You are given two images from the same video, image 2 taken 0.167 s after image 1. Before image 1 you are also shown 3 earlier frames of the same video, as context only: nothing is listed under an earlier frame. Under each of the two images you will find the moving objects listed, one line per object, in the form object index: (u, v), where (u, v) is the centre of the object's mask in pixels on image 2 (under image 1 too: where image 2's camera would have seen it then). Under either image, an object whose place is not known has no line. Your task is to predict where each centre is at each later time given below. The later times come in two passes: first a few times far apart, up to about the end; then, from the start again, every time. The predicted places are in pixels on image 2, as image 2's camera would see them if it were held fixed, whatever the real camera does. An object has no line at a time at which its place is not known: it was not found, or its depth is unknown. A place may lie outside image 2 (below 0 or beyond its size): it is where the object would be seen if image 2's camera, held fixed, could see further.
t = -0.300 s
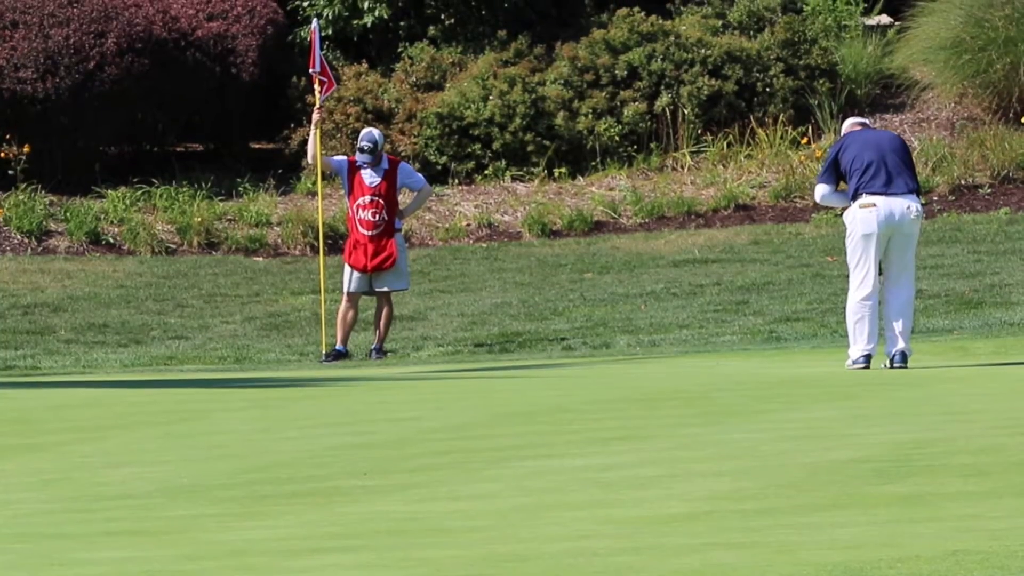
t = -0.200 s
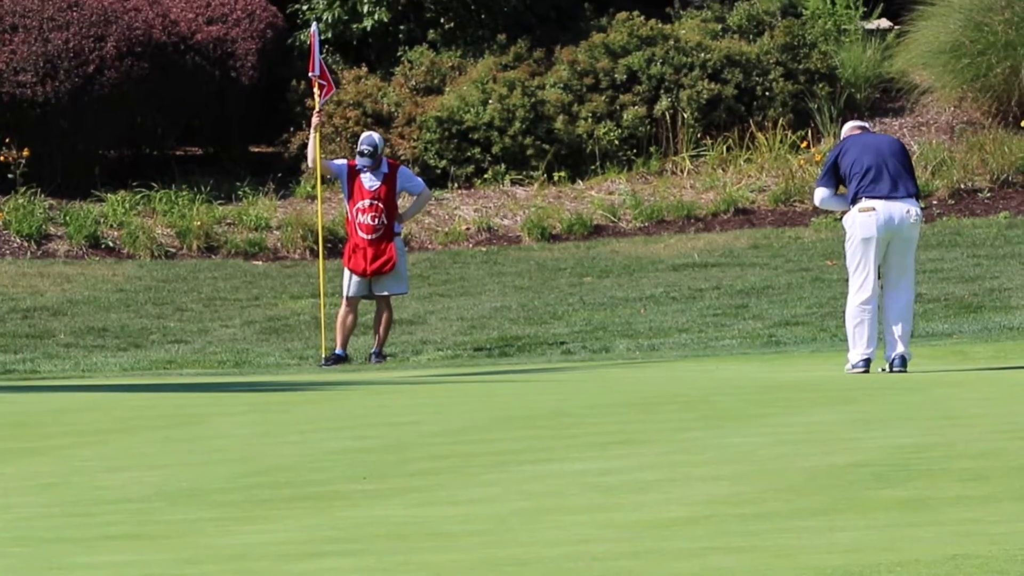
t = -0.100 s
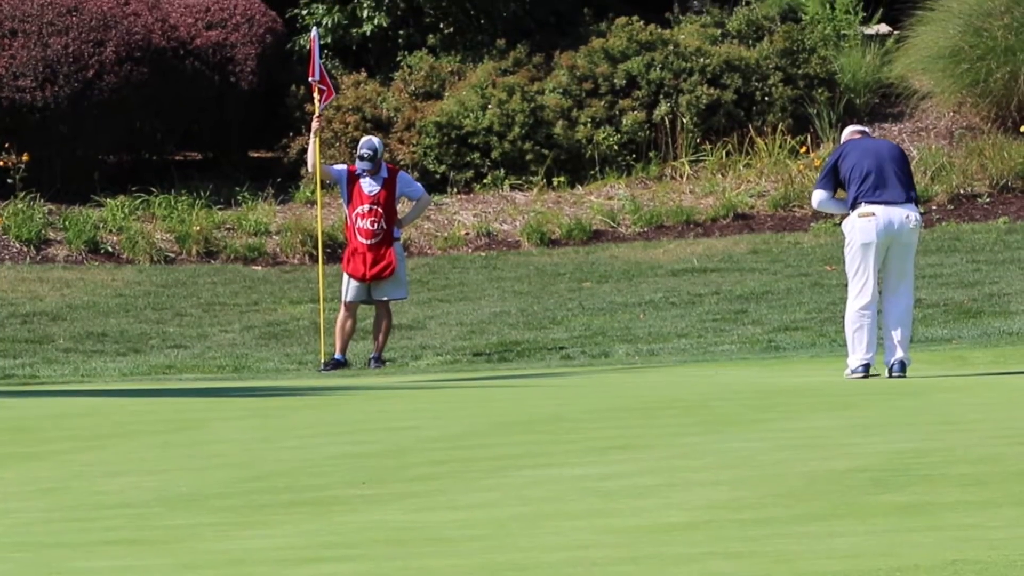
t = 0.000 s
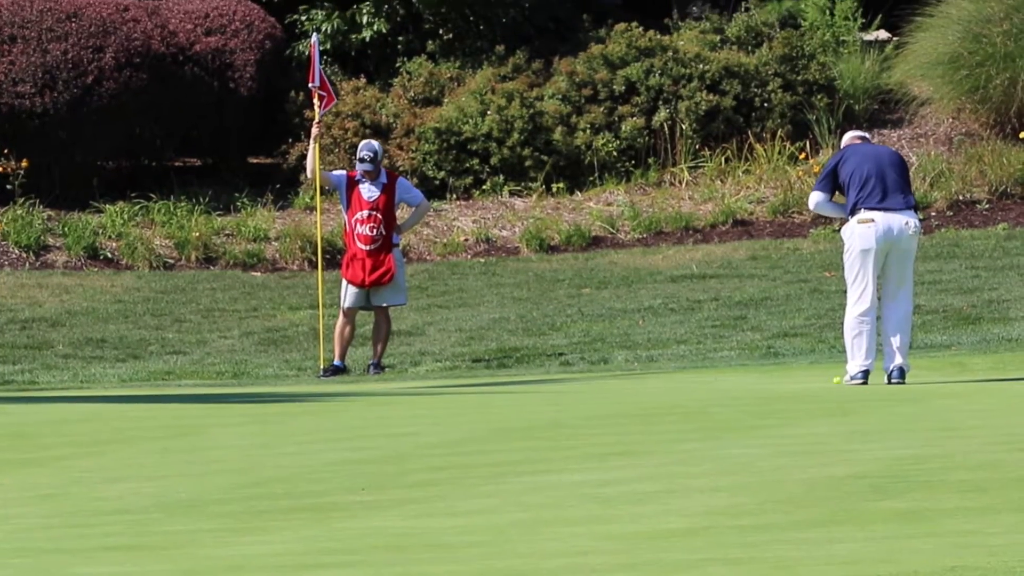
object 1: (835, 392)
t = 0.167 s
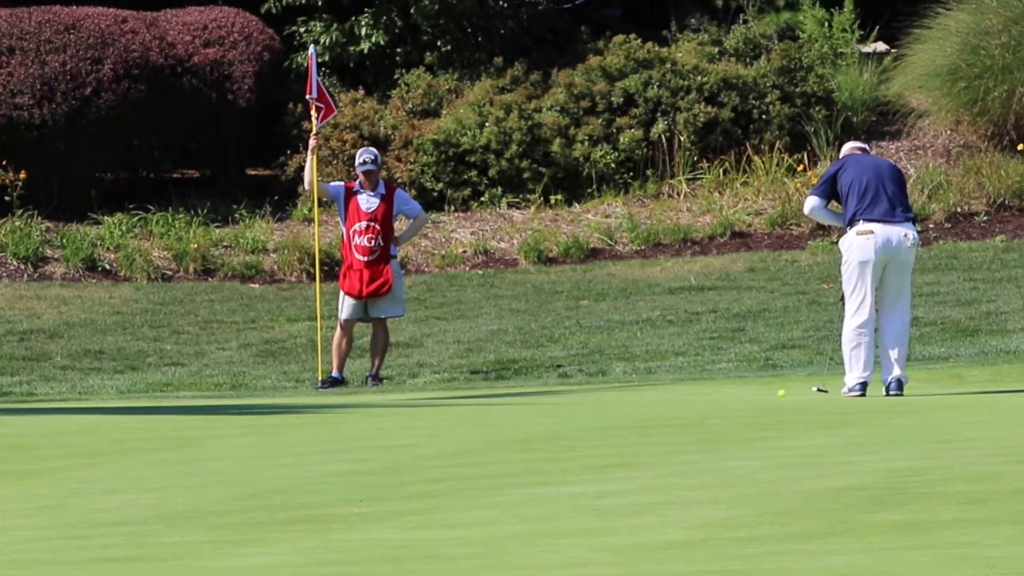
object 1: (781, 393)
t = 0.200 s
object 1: (772, 393)
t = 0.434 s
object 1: (713, 394)
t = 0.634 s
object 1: (666, 394)
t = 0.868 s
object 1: (615, 395)
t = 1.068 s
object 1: (573, 395)
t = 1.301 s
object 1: (527, 395)
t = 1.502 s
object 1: (491, 396)
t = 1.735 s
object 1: (452, 398)
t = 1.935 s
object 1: (420, 398)
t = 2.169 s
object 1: (386, 399)
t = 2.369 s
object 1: (358, 400)
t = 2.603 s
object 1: (330, 400)
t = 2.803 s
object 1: (307, 401)
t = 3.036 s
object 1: (280, 401)
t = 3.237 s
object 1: (260, 401)
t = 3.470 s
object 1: (240, 402)
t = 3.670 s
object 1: (224, 403)
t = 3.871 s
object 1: (210, 403)
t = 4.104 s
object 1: (196, 404)
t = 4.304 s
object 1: (185, 404)
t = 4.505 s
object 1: (176, 407)
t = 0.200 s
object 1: (772, 393)
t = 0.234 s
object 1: (764, 393)
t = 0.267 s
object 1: (755, 393)
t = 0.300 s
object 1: (747, 394)
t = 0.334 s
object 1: (738, 393)
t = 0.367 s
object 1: (729, 394)
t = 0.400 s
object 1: (721, 394)
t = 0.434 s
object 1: (713, 394)
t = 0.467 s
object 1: (706, 394)
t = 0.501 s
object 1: (697, 393)
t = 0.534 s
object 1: (689, 394)
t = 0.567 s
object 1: (681, 394)
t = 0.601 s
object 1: (673, 394)
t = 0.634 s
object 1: (666, 394)
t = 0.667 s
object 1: (658, 394)
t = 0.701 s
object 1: (651, 394)
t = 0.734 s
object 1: (643, 394)
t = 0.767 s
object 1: (636, 394)
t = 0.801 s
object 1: (629, 395)
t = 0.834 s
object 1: (621, 395)
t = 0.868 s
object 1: (615, 395)
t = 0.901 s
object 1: (608, 395)
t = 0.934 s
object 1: (601, 395)
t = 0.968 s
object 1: (593, 395)
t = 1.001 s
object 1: (586, 394)
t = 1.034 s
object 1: (579, 394)
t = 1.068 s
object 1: (573, 395)
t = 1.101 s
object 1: (566, 395)
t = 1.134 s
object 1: (560, 395)
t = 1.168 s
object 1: (553, 395)
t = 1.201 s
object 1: (546, 395)
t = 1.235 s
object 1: (540, 395)
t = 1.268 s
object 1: (534, 396)
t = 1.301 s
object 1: (527, 395)
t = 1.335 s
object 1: (521, 396)
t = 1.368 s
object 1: (515, 396)
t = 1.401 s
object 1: (509, 396)
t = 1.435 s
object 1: (503, 396)
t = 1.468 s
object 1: (497, 396)
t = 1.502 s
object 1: (491, 396)
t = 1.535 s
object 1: (486, 396)
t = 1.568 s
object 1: (480, 397)
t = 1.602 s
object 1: (473, 396)
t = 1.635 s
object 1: (468, 397)
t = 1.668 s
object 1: (462, 397)
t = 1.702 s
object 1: (457, 397)
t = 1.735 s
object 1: (452, 398)
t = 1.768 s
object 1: (446, 398)
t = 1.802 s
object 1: (441, 398)
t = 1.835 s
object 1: (435, 397)
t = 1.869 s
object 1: (430, 398)
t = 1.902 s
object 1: (425, 398)
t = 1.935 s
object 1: (420, 398)
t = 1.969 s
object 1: (415, 398)
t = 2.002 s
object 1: (410, 398)
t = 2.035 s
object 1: (405, 398)
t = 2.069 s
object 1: (400, 398)
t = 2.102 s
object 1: (395, 399)
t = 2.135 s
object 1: (390, 399)
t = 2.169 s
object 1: (386, 399)
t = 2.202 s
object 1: (381, 399)
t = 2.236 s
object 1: (377, 399)
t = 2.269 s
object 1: (372, 399)
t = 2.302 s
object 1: (368, 400)
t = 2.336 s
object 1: (364, 400)
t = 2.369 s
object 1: (358, 400)
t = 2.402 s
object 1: (355, 400)
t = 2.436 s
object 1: (351, 400)
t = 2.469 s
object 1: (346, 400)
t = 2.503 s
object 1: (341, 400)
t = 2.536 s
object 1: (338, 400)
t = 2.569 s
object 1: (334, 400)
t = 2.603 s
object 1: (330, 400)
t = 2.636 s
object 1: (326, 400)
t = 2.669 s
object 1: (322, 400)
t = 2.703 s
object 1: (318, 400)
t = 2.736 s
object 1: (314, 401)
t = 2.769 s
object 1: (311, 400)
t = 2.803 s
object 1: (307, 401)
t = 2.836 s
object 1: (302, 400)
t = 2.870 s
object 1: (299, 400)
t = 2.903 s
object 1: (295, 401)
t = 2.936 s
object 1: (291, 401)
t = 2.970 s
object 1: (287, 401)
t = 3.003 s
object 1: (284, 401)
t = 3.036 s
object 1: (280, 401)
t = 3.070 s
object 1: (276, 401)
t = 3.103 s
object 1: (273, 402)
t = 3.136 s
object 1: (270, 402)
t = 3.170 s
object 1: (267, 402)
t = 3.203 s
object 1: (264, 402)
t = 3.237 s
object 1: (260, 401)
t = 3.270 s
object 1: (257, 401)
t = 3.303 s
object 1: (253, 402)
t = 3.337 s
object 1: (251, 402)
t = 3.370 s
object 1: (248, 402)
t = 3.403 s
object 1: (246, 402)
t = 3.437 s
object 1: (243, 402)
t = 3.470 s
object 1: (240, 402)
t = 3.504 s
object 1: (237, 402)
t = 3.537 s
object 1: (234, 403)
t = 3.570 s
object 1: (232, 403)
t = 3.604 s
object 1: (228, 402)
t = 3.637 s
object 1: (226, 403)
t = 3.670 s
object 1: (224, 403)
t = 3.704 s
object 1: (221, 403)
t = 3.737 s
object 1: (218, 403)
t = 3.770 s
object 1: (216, 403)
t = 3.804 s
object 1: (215, 403)
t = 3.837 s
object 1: (212, 404)
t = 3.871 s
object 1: (210, 403)
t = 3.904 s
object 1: (207, 404)
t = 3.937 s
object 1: (205, 404)
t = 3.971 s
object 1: (203, 404)
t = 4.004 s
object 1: (202, 404)
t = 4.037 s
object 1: (199, 404)
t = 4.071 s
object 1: (197, 404)
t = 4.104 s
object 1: (196, 404)
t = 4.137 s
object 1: (194, 404)
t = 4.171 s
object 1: (191, 404)
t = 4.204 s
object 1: (190, 404)
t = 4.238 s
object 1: (188, 404)
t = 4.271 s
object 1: (186, 404)
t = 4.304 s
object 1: (185, 404)
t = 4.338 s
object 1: (183, 404)
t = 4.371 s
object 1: (182, 404)
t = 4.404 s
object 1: (180, 405)
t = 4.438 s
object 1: (179, 405)
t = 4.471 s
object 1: (178, 405)
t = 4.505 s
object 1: (176, 407)
